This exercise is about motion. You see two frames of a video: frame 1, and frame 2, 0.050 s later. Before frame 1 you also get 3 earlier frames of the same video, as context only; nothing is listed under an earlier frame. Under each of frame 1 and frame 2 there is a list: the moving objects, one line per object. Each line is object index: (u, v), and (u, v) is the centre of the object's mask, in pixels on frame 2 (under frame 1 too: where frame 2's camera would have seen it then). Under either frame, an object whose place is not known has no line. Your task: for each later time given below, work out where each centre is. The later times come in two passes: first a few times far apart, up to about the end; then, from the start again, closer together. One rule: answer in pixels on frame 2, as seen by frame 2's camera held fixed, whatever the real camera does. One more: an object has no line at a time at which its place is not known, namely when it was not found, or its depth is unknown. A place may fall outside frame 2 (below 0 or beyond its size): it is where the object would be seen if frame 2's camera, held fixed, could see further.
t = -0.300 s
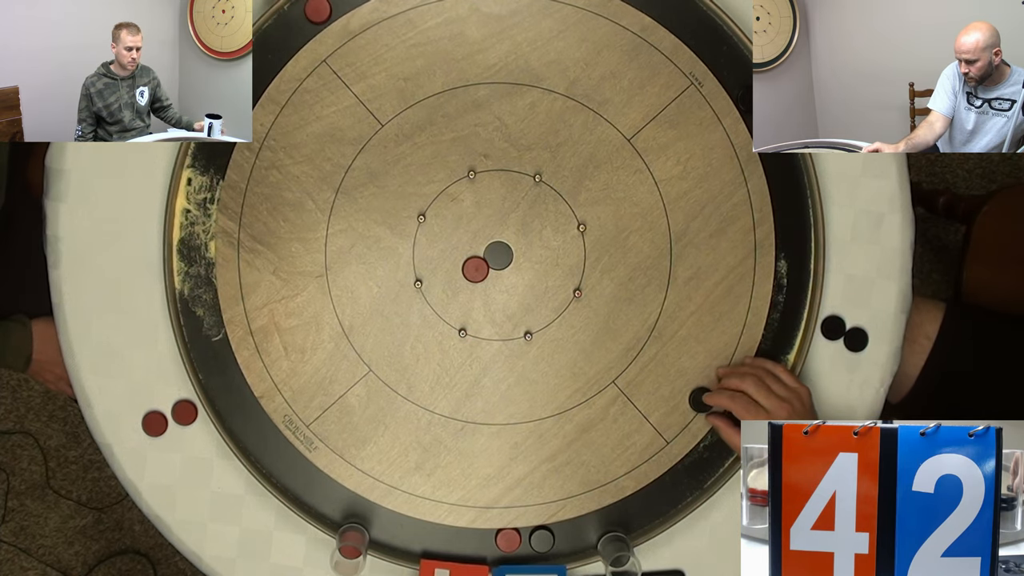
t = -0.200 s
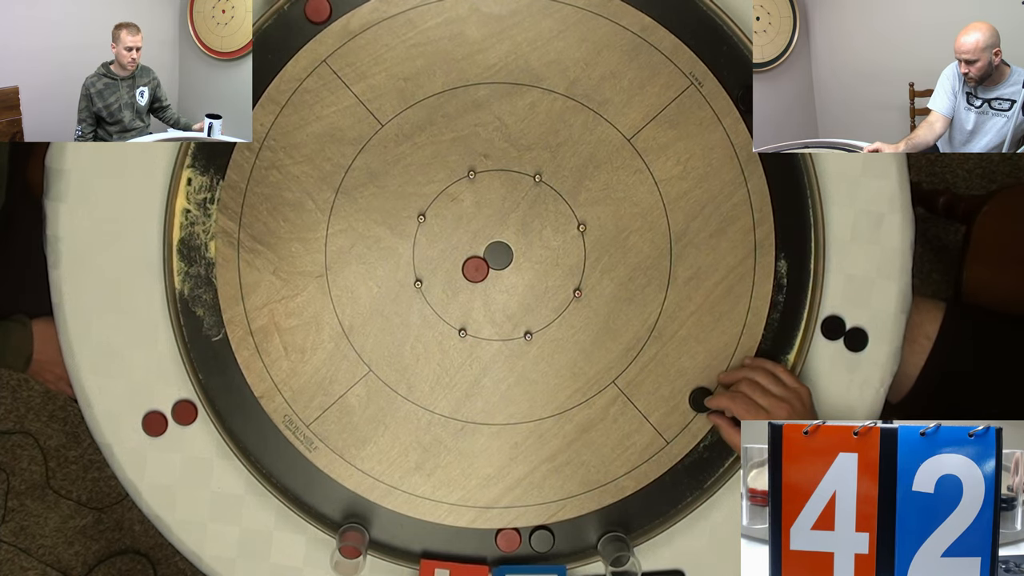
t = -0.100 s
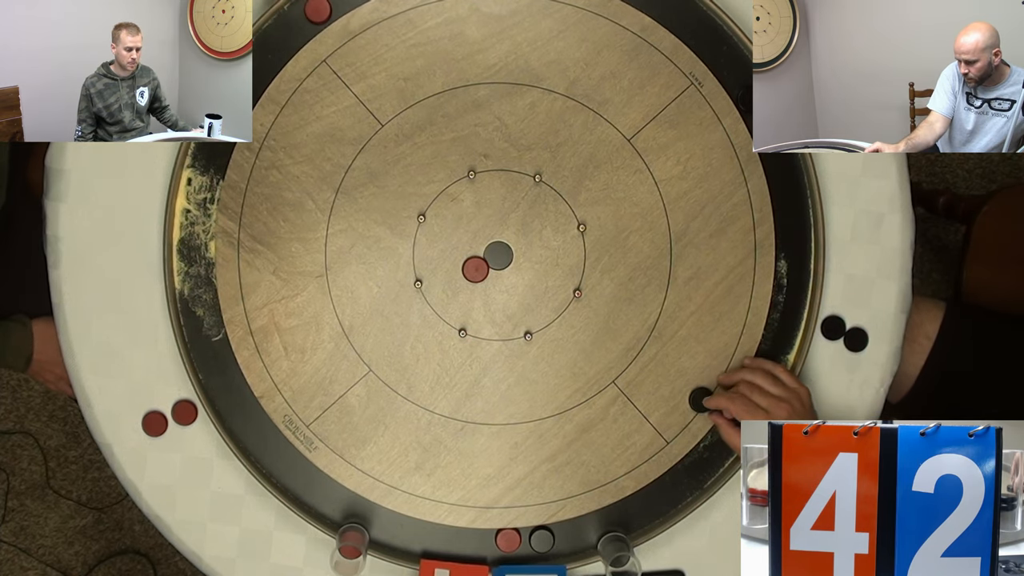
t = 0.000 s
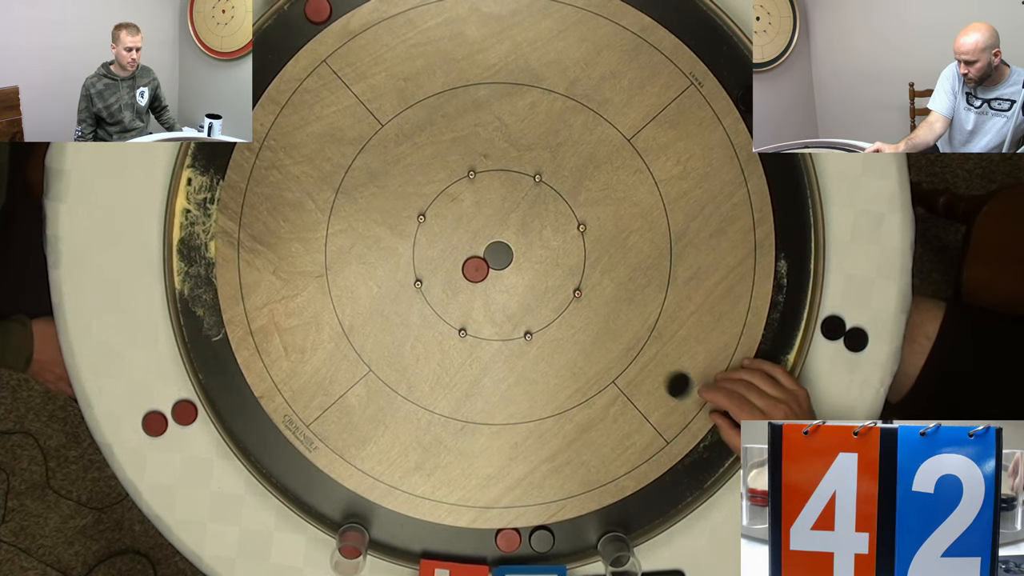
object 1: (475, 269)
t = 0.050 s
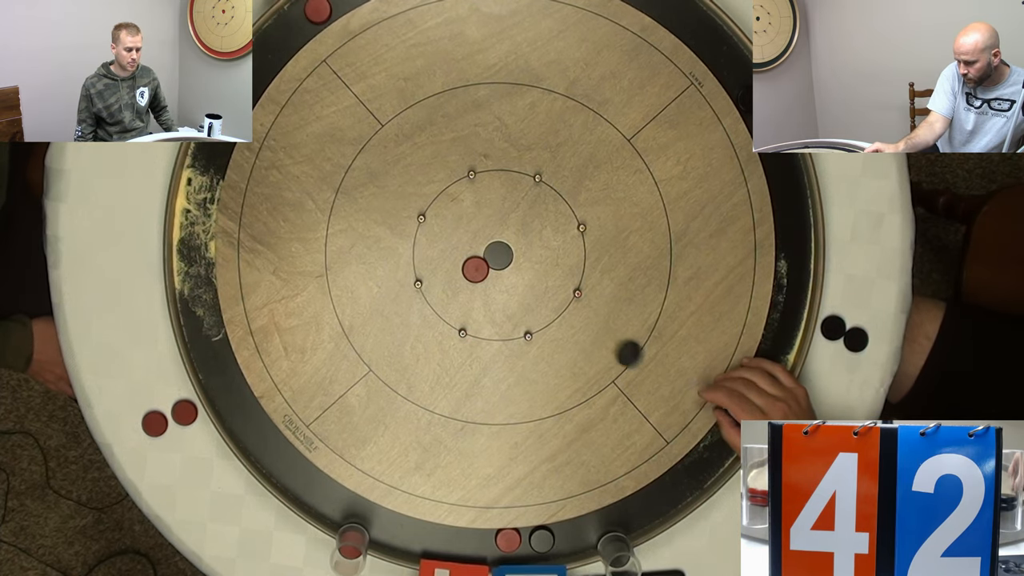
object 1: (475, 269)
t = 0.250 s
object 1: (418, 257)
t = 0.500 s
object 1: (251, 221)
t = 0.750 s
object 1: (193, 204)
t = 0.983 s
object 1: (196, 202)
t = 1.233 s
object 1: (196, 201)
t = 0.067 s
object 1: (475, 269)
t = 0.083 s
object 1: (475, 269)
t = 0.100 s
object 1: (475, 269)
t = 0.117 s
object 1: (475, 269)
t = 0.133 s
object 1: (475, 269)
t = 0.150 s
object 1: (475, 269)
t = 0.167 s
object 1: (475, 269)
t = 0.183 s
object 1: (473, 269)
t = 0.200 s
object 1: (459, 265)
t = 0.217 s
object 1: (445, 263)
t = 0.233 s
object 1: (431, 260)
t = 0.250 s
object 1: (418, 257)
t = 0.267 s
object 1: (405, 254)
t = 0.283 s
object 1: (392, 251)
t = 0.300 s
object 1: (379, 249)
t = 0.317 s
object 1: (367, 246)
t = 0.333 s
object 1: (355, 243)
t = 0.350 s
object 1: (344, 241)
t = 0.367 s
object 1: (332, 238)
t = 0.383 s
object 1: (321, 236)
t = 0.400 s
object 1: (310, 234)
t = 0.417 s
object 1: (300, 231)
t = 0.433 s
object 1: (290, 229)
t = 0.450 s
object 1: (280, 227)
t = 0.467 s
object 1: (270, 225)
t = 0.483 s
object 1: (260, 223)
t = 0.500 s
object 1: (251, 221)
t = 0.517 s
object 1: (242, 218)
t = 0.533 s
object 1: (234, 217)
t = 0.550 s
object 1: (226, 215)
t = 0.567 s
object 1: (217, 213)
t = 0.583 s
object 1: (210, 211)
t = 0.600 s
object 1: (204, 210)
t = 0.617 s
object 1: (197, 208)
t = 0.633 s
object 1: (191, 206)
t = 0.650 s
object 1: (190, 206)
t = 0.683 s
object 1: (190, 205)
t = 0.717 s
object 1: (191, 204)
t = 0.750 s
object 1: (193, 204)
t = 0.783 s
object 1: (194, 203)
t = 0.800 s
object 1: (195, 202)
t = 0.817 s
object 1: (195, 202)
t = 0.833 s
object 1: (196, 202)
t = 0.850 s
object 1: (196, 202)
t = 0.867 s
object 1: (196, 202)
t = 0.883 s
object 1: (196, 202)
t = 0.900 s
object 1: (196, 202)
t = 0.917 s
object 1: (196, 202)
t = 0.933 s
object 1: (196, 202)
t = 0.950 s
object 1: (196, 202)
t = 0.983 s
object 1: (196, 202)
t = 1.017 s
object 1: (196, 202)
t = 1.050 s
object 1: (196, 202)
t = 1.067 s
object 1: (196, 201)
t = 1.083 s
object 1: (196, 201)
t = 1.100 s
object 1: (196, 201)
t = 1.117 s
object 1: (196, 201)
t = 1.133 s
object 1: (196, 201)
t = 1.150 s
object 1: (196, 202)
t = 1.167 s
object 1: (196, 201)
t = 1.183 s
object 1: (196, 201)
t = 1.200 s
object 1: (196, 201)
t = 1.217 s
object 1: (196, 201)
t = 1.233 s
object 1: (196, 201)
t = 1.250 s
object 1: (196, 202)
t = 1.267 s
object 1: (196, 201)
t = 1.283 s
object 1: (196, 201)
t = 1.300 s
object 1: (196, 201)
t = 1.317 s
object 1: (196, 201)
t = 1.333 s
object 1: (196, 202)
